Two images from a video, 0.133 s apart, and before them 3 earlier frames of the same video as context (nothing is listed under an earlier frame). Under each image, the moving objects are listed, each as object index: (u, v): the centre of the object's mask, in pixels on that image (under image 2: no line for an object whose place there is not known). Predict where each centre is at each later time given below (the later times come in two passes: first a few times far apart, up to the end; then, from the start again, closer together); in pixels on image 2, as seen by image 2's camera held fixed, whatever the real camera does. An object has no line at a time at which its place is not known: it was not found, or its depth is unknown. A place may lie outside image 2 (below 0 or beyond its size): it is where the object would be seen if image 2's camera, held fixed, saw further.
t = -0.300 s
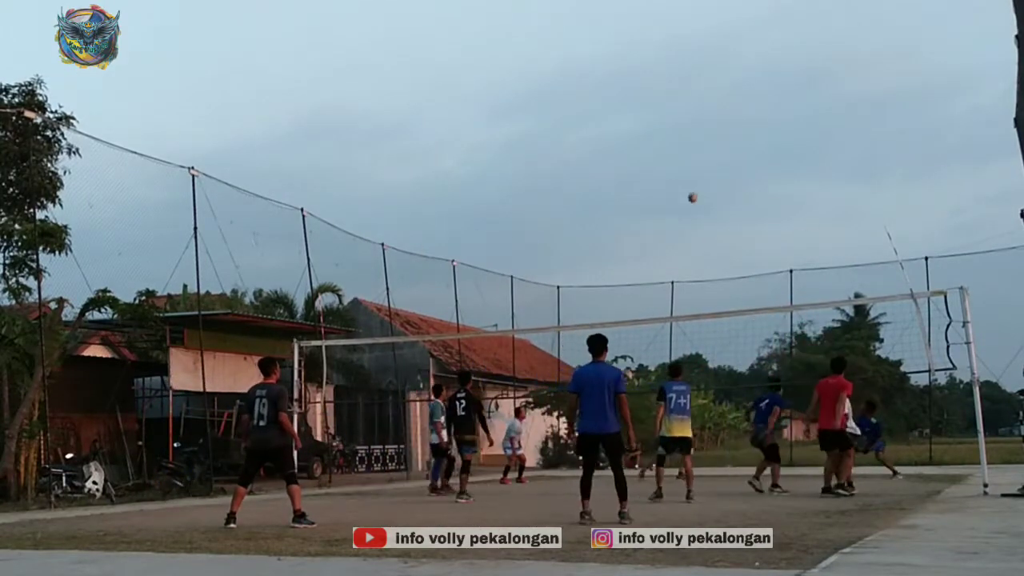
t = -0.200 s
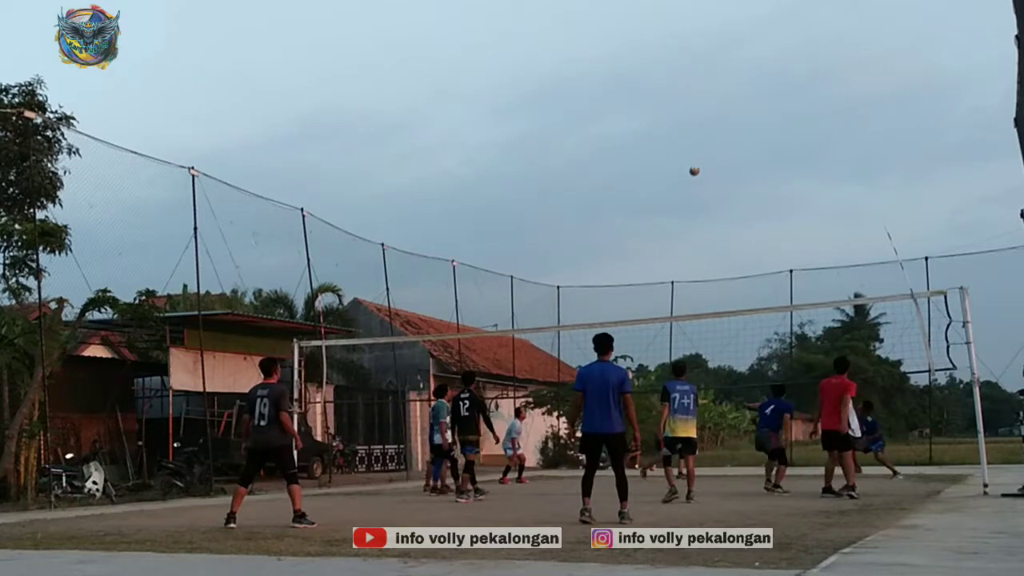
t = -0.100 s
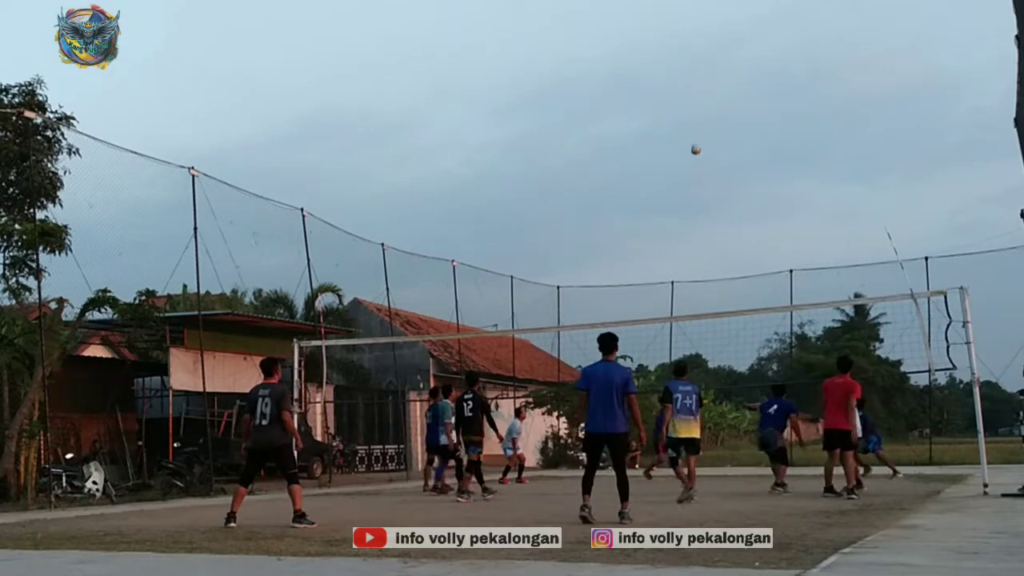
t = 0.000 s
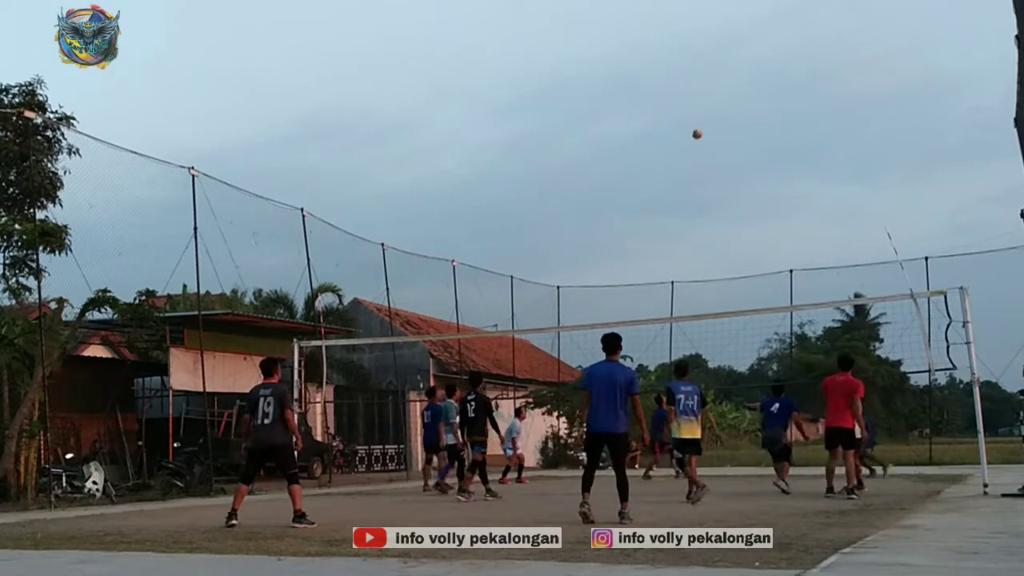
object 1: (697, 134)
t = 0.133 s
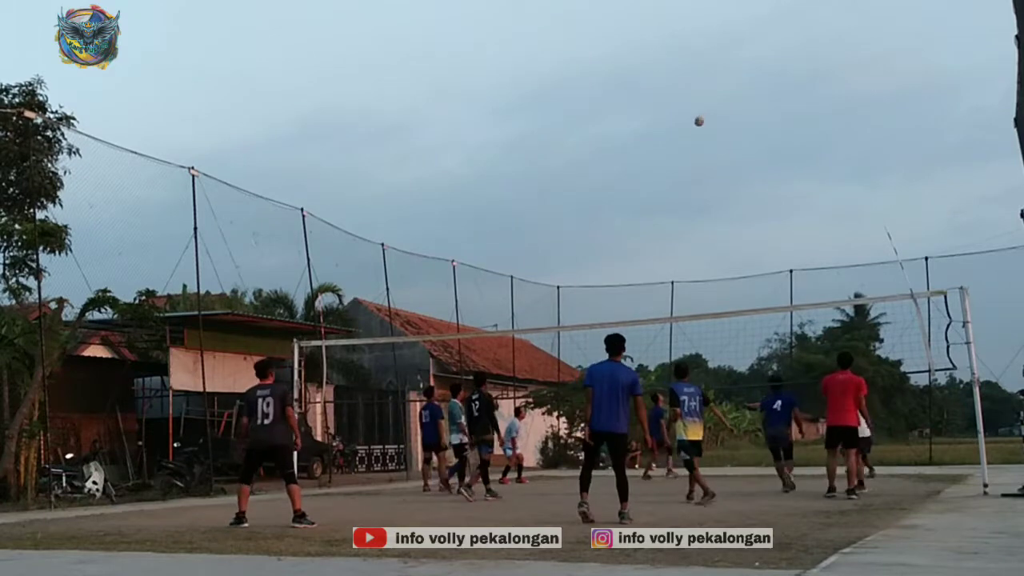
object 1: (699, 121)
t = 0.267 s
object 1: (701, 117)
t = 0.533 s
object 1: (705, 132)
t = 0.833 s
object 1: (712, 181)
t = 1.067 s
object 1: (718, 241)
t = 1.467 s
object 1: (732, 379)
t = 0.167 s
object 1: (699, 120)
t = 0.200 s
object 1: (700, 118)
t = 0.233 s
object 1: (700, 117)
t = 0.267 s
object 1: (701, 117)
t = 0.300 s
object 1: (701, 118)
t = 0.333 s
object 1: (702, 118)
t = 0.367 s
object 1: (703, 119)
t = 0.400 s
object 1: (703, 121)
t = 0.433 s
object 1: (704, 123)
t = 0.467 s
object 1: (704, 126)
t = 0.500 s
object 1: (705, 128)
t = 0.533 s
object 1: (705, 132)
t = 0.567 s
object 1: (706, 136)
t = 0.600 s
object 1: (707, 140)
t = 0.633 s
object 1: (708, 145)
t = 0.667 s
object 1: (708, 150)
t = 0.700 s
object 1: (709, 155)
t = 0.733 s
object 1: (709, 162)
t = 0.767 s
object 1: (710, 167)
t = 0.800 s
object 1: (711, 175)
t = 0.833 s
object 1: (712, 181)
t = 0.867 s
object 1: (712, 189)
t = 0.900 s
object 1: (713, 196)
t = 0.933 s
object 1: (714, 205)
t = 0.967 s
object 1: (715, 213)
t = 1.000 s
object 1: (716, 222)
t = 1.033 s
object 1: (717, 231)
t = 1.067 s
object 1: (718, 241)
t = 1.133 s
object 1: (720, 260)
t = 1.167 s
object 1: (720, 271)
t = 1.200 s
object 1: (722, 282)
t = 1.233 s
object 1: (723, 293)
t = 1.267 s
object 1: (724, 304)
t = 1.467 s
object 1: (732, 379)
